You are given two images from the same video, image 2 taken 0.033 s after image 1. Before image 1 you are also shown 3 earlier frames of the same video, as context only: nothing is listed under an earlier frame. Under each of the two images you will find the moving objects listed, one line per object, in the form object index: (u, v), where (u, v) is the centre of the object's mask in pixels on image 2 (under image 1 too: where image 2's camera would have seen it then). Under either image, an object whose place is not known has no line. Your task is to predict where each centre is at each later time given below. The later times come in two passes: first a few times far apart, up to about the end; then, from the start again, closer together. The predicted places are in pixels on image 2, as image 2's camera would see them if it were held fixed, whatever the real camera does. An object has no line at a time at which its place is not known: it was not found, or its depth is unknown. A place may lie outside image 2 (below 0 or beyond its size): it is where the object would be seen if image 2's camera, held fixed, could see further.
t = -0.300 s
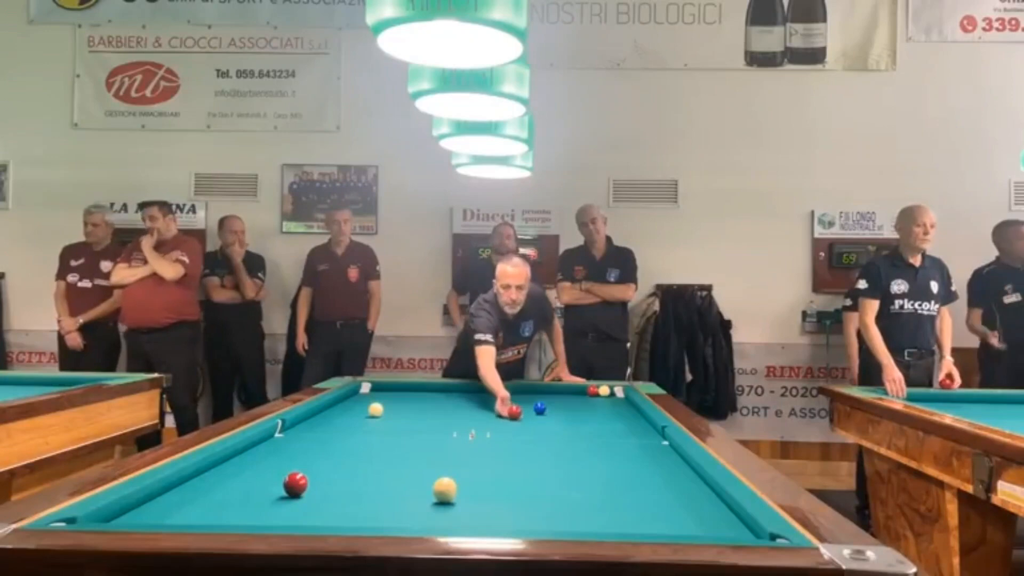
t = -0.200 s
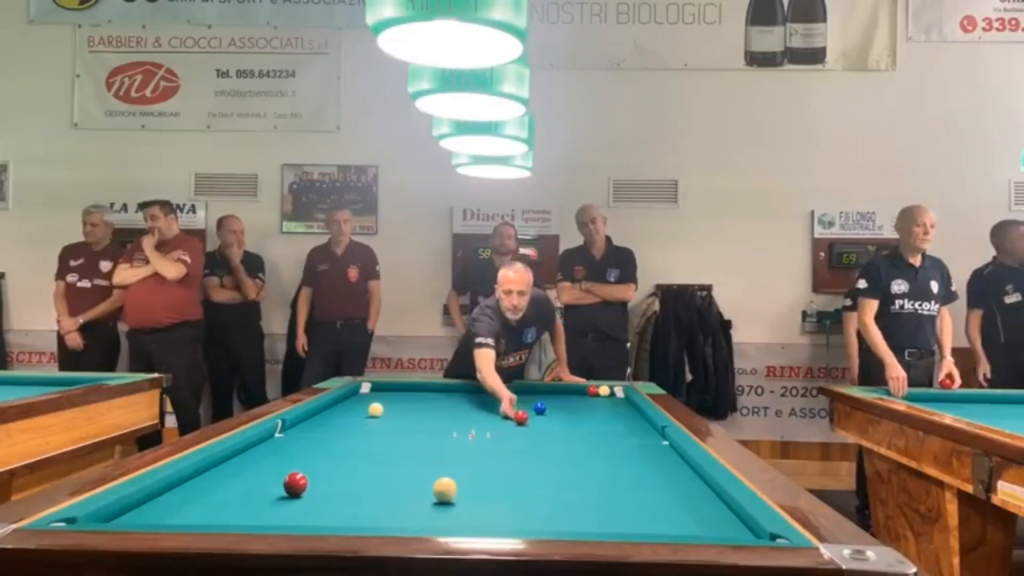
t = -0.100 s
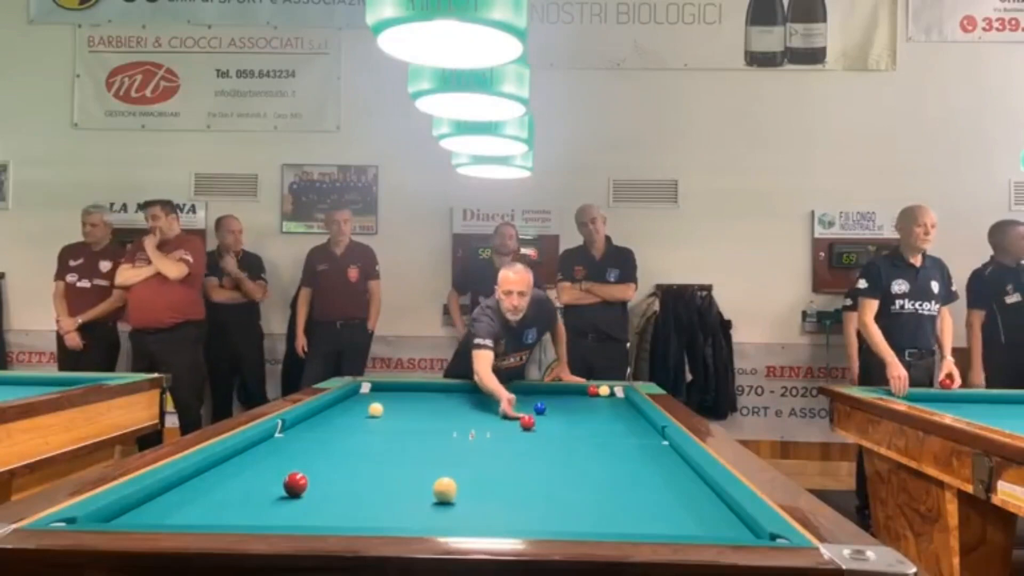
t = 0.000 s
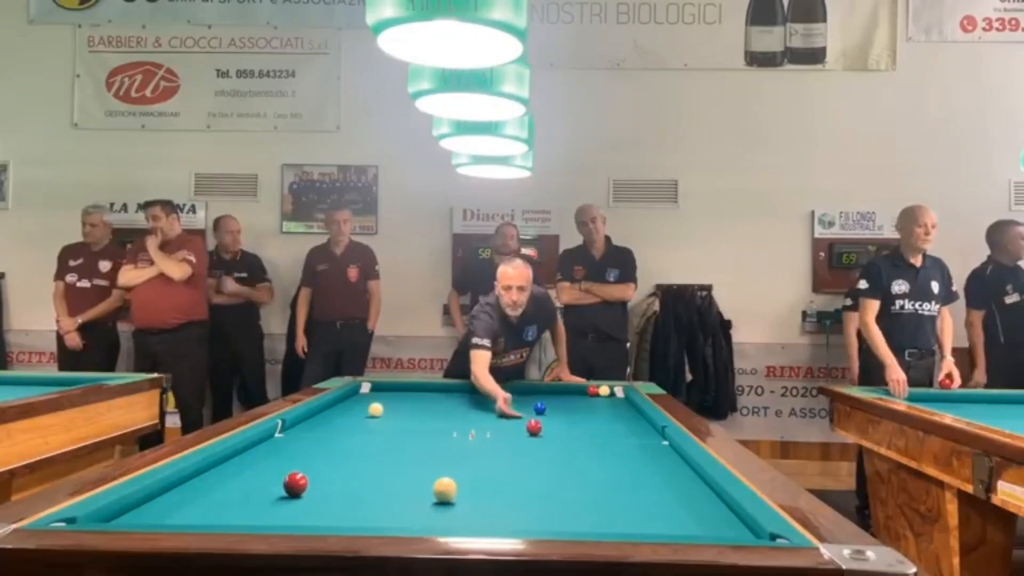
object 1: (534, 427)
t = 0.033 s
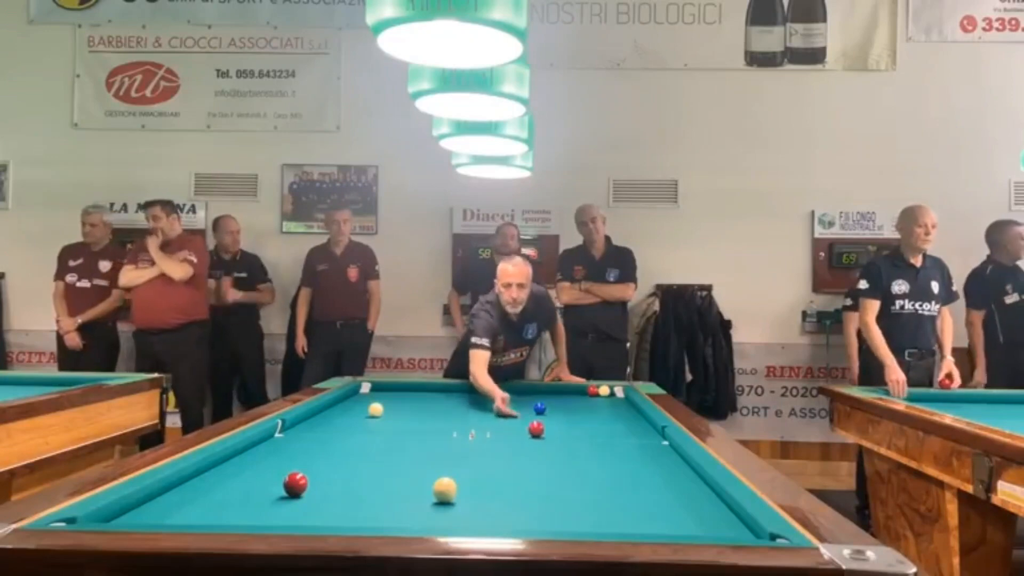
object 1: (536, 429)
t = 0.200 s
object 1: (548, 438)
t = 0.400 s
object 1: (566, 451)
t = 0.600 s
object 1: (586, 466)
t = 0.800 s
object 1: (611, 484)
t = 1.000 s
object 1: (642, 507)
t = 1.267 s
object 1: (673, 525)
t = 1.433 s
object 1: (690, 527)
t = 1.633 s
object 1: (692, 515)
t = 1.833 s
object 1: (692, 500)
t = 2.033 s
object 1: (693, 486)
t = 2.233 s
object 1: (692, 474)
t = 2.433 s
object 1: (678, 466)
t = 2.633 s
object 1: (667, 457)
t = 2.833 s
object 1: (657, 449)
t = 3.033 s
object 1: (647, 443)
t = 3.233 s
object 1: (639, 436)
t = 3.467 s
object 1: (630, 430)
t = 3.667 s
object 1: (623, 425)
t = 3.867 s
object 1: (617, 420)
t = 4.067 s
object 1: (611, 416)
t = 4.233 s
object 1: (606, 413)
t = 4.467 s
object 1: (603, 411)
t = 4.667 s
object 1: (598, 408)
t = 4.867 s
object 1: (594, 404)
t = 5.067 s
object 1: (591, 402)
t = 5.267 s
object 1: (587, 399)
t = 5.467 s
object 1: (584, 397)
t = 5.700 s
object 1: (580, 394)
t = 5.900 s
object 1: (578, 392)
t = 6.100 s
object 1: (576, 390)
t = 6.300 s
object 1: (574, 390)
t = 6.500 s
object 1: (572, 392)
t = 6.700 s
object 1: (571, 393)
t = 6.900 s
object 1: (569, 394)
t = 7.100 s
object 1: (568, 395)
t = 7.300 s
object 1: (567, 396)
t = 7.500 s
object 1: (566, 397)
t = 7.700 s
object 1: (564, 398)
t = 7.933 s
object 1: (563, 399)
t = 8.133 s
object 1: (562, 400)
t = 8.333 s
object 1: (561, 401)
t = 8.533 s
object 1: (560, 402)
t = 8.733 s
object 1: (559, 403)
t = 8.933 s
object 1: (558, 403)
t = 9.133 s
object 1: (557, 404)
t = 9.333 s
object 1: (555, 405)
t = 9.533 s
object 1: (554, 406)
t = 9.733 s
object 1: (553, 407)
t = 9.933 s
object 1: (553, 408)
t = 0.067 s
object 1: (539, 431)
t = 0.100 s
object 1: (541, 432)
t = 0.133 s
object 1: (543, 434)
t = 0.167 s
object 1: (546, 436)
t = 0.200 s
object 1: (548, 438)
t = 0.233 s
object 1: (551, 440)
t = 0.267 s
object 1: (554, 442)
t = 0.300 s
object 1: (557, 444)
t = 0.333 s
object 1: (560, 446)
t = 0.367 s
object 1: (563, 448)
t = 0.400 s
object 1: (566, 451)
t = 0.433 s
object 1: (569, 453)
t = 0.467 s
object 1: (572, 456)
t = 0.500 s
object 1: (576, 458)
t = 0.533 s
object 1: (579, 461)
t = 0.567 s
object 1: (583, 463)
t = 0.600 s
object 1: (586, 466)
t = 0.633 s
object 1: (590, 469)
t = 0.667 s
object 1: (594, 472)
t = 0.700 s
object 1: (598, 475)
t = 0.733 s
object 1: (602, 478)
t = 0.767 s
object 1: (607, 481)
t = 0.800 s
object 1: (611, 484)
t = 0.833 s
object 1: (616, 488)
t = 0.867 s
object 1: (621, 491)
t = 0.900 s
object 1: (626, 495)
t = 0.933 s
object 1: (631, 499)
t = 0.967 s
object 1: (637, 503)
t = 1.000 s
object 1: (642, 507)
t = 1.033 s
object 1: (648, 512)
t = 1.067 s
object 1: (654, 516)
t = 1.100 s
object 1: (660, 519)
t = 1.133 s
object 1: (667, 523)
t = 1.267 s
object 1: (673, 525)
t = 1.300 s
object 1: (680, 528)
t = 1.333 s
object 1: (688, 531)
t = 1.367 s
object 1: (691, 531)
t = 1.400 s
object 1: (690, 529)
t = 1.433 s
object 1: (690, 527)
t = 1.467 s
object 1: (691, 525)
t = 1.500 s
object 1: (691, 524)
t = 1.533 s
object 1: (691, 522)
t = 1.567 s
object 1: (691, 520)
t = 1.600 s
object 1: (691, 518)
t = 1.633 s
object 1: (692, 515)
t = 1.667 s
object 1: (692, 512)
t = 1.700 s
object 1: (692, 510)
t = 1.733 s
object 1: (692, 507)
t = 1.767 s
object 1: (692, 504)
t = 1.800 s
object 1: (692, 502)
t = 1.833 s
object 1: (692, 500)
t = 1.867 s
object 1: (692, 497)
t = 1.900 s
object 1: (693, 495)
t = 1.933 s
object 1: (693, 493)
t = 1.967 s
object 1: (693, 491)
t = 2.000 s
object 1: (693, 488)
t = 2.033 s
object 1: (693, 486)
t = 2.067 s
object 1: (693, 484)
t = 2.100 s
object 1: (693, 482)
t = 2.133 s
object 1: (693, 480)
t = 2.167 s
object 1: (693, 479)
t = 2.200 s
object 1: (693, 476)
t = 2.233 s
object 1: (692, 474)
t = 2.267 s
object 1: (689, 473)
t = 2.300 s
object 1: (687, 471)
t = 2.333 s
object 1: (685, 470)
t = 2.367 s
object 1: (683, 469)
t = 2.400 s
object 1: (681, 467)
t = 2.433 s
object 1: (678, 466)
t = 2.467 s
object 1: (676, 464)
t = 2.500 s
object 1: (674, 462)
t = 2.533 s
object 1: (672, 461)
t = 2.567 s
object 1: (671, 460)
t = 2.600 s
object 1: (669, 458)
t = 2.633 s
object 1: (667, 457)
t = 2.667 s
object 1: (665, 455)
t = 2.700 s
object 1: (663, 454)
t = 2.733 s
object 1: (661, 453)
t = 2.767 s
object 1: (660, 452)
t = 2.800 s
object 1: (658, 451)
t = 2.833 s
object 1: (657, 449)
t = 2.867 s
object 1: (655, 448)
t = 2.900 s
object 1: (653, 447)
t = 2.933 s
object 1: (652, 446)
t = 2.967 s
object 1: (650, 445)
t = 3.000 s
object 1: (649, 443)
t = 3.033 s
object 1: (647, 443)
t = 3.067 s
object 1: (646, 441)
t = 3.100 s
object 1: (644, 441)
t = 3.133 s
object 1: (643, 440)
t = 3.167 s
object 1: (641, 439)
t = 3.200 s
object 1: (640, 437)
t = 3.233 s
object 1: (639, 436)
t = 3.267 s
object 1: (637, 435)
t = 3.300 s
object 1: (636, 435)
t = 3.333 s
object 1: (635, 434)
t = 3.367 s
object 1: (633, 432)
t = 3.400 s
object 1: (632, 432)
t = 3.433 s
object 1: (631, 431)
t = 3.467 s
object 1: (630, 430)
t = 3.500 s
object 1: (629, 429)
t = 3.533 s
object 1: (627, 428)
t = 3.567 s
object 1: (626, 428)
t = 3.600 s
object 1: (625, 427)
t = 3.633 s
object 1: (624, 425)
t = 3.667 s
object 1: (623, 425)
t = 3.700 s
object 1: (622, 424)
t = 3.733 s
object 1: (621, 424)
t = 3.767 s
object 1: (620, 423)
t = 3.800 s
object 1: (619, 422)
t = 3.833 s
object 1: (618, 421)
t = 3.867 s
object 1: (617, 420)
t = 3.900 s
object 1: (616, 420)
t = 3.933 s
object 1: (614, 419)
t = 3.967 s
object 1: (614, 419)
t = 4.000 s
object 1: (613, 418)
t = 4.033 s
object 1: (612, 417)
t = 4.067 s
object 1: (611, 416)
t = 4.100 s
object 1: (610, 416)
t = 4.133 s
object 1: (609, 415)
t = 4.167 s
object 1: (608, 415)
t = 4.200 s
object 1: (608, 414)
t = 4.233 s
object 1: (606, 413)
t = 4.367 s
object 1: (605, 413)
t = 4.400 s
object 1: (605, 412)
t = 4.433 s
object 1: (604, 412)
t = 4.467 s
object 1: (603, 411)
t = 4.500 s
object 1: (602, 410)
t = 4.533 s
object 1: (601, 410)
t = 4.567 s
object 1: (601, 409)
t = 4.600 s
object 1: (600, 409)
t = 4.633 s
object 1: (599, 408)
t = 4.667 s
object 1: (598, 408)
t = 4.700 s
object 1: (598, 407)
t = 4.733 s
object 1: (597, 407)
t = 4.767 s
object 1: (596, 406)
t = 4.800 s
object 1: (595, 406)
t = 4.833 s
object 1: (595, 405)
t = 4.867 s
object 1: (594, 404)
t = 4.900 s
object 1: (594, 404)
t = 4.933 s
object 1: (593, 404)
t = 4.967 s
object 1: (592, 403)
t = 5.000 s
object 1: (592, 402)
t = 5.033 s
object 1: (591, 402)
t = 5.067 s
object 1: (591, 402)
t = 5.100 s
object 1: (590, 401)
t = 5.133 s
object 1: (589, 401)
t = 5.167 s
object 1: (589, 400)
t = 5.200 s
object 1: (588, 400)
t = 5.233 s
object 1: (587, 399)
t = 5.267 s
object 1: (587, 399)
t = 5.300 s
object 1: (586, 398)
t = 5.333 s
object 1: (586, 398)
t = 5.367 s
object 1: (585, 398)
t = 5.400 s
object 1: (584, 397)
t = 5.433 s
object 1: (584, 397)
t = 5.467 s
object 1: (584, 397)
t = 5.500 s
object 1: (583, 396)
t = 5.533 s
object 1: (583, 396)
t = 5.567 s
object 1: (582, 395)
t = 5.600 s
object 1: (582, 395)
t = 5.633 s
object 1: (581, 394)
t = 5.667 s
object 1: (581, 394)
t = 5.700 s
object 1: (580, 394)
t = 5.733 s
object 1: (580, 394)
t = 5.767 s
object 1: (579, 393)
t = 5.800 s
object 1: (579, 392)
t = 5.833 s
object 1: (578, 392)
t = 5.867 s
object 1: (578, 392)
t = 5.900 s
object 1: (578, 392)
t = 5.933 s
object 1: (577, 391)
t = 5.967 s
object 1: (577, 391)
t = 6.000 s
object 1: (576, 390)
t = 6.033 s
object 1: (576, 390)
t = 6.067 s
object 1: (576, 390)
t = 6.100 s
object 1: (576, 390)
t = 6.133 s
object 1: (575, 390)
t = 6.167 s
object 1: (575, 390)
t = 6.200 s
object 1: (575, 390)
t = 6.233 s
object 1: (575, 390)
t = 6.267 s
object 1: (574, 390)
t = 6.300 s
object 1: (574, 390)
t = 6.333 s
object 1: (574, 390)
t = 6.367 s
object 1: (573, 391)
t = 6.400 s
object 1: (573, 391)
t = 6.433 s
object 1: (573, 391)
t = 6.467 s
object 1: (573, 391)
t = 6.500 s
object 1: (572, 392)
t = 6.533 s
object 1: (572, 392)
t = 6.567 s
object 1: (572, 392)
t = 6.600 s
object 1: (571, 392)
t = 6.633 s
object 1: (571, 392)
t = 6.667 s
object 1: (571, 392)
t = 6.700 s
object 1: (571, 393)
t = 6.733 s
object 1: (571, 393)
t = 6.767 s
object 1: (570, 393)
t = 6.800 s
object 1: (570, 393)
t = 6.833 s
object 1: (570, 394)
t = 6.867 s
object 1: (569, 394)
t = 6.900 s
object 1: (569, 394)
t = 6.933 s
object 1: (569, 394)
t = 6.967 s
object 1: (569, 394)
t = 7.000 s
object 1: (569, 395)
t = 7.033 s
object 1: (568, 395)
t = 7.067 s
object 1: (568, 395)
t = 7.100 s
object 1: (568, 395)
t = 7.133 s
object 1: (568, 395)
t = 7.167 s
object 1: (567, 395)
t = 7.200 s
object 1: (567, 396)
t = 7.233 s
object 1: (567, 396)
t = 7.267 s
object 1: (567, 396)
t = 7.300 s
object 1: (567, 396)
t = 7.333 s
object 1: (566, 396)
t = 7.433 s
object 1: (566, 397)
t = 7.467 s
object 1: (566, 397)
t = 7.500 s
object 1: (566, 397)
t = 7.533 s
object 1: (565, 397)
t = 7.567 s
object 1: (565, 397)
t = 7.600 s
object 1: (565, 398)
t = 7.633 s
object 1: (565, 398)
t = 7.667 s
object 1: (565, 398)
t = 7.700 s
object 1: (564, 398)
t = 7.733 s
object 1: (564, 398)
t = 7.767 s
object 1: (564, 398)
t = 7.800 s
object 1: (564, 398)
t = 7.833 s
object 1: (564, 398)
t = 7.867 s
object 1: (563, 399)
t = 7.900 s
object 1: (563, 399)
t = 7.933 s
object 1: (563, 399)
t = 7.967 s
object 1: (563, 399)
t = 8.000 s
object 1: (563, 399)
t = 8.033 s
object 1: (563, 399)
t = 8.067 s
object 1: (562, 399)
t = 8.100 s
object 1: (562, 400)
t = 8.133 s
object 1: (562, 400)
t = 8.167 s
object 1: (562, 400)
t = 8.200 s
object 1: (562, 400)
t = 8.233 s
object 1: (561, 400)
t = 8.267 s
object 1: (561, 400)
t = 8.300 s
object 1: (561, 401)
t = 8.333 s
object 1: (561, 401)
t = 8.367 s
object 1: (561, 401)
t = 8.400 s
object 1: (561, 401)
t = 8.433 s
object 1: (560, 402)
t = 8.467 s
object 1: (560, 402)
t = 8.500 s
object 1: (560, 402)
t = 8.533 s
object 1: (560, 402)
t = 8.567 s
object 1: (560, 402)
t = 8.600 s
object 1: (559, 402)
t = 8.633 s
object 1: (559, 402)
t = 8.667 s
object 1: (559, 402)
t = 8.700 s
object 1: (559, 403)
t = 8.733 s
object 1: (559, 403)
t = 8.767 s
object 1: (558, 403)
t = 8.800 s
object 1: (558, 403)
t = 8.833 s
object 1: (558, 403)
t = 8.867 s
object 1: (558, 403)
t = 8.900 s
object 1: (558, 403)
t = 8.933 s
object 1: (558, 403)
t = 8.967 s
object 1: (557, 404)
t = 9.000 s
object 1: (557, 404)
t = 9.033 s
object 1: (557, 404)
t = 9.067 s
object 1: (557, 404)
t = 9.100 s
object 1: (557, 404)
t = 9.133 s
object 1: (557, 404)
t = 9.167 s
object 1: (557, 404)
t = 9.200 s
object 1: (556, 405)
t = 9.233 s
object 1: (556, 405)
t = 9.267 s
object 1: (556, 405)
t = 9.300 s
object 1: (556, 405)
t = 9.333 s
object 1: (555, 405)
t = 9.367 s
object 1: (555, 406)
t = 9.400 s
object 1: (555, 406)
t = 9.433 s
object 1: (555, 406)
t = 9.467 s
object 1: (555, 406)
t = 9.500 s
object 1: (555, 406)
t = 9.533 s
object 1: (554, 406)
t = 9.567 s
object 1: (554, 407)
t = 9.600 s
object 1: (554, 407)
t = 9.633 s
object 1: (554, 407)
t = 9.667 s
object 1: (554, 407)
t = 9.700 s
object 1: (553, 407)
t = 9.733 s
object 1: (553, 407)
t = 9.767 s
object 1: (553, 407)
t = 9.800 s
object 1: (553, 407)
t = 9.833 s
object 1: (553, 407)
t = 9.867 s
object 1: (553, 408)
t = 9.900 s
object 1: (553, 408)
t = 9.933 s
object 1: (553, 408)
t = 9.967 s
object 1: (553, 408)
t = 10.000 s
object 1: (553, 408)
